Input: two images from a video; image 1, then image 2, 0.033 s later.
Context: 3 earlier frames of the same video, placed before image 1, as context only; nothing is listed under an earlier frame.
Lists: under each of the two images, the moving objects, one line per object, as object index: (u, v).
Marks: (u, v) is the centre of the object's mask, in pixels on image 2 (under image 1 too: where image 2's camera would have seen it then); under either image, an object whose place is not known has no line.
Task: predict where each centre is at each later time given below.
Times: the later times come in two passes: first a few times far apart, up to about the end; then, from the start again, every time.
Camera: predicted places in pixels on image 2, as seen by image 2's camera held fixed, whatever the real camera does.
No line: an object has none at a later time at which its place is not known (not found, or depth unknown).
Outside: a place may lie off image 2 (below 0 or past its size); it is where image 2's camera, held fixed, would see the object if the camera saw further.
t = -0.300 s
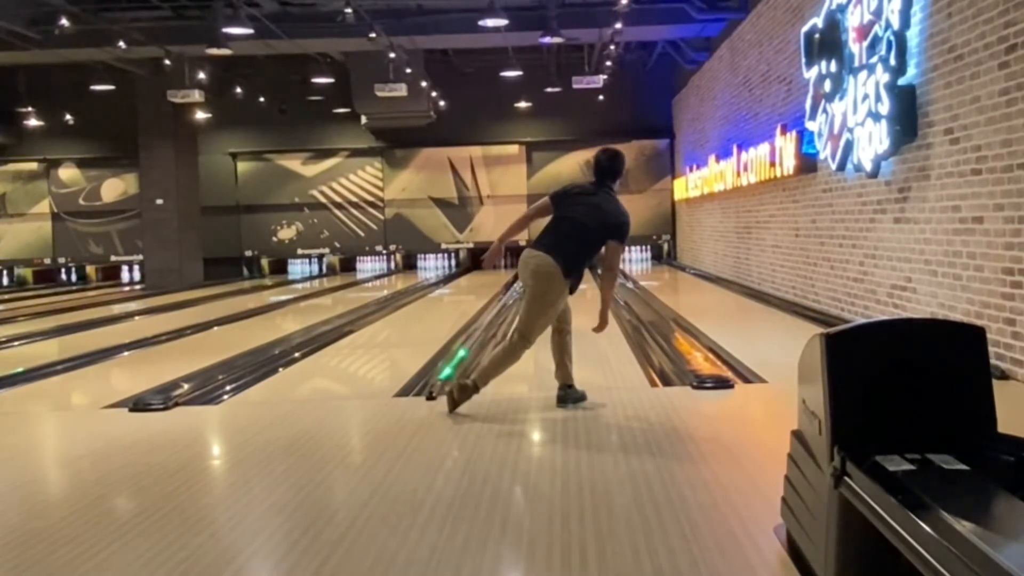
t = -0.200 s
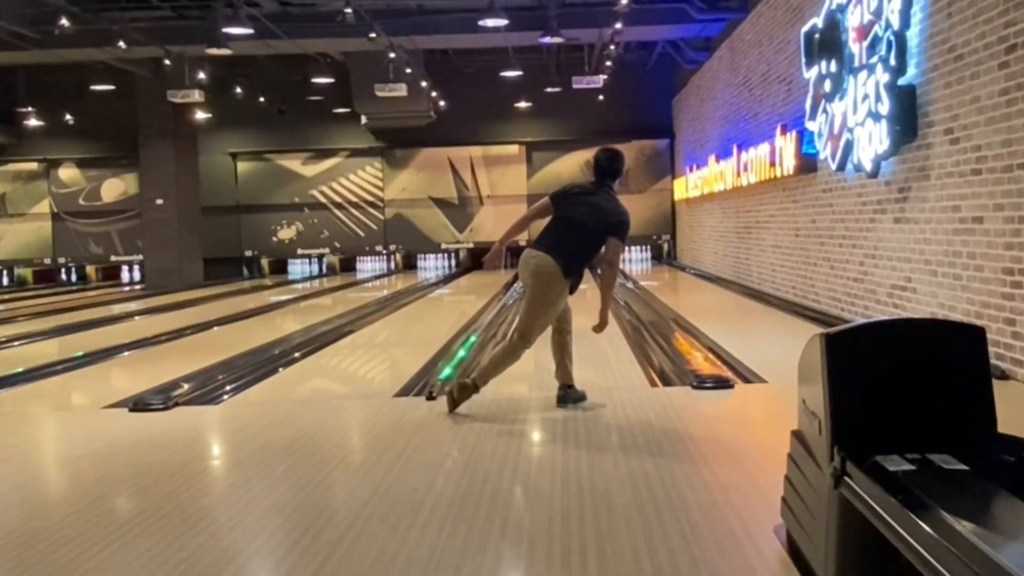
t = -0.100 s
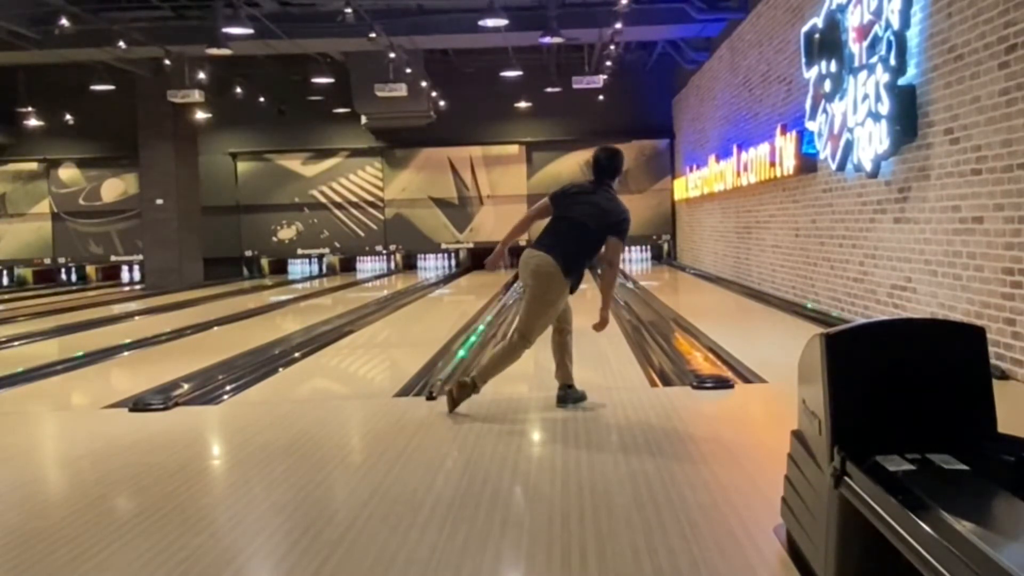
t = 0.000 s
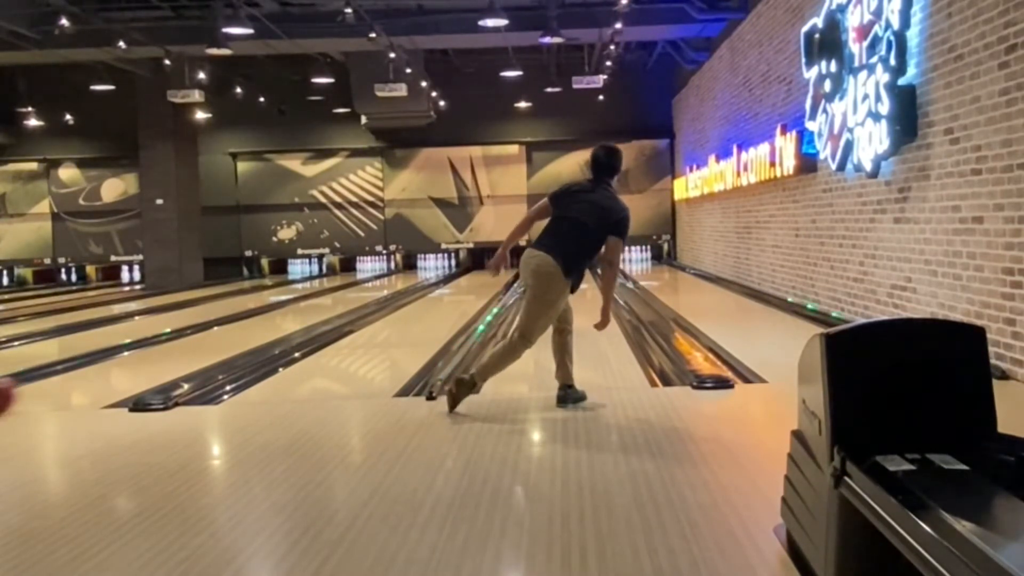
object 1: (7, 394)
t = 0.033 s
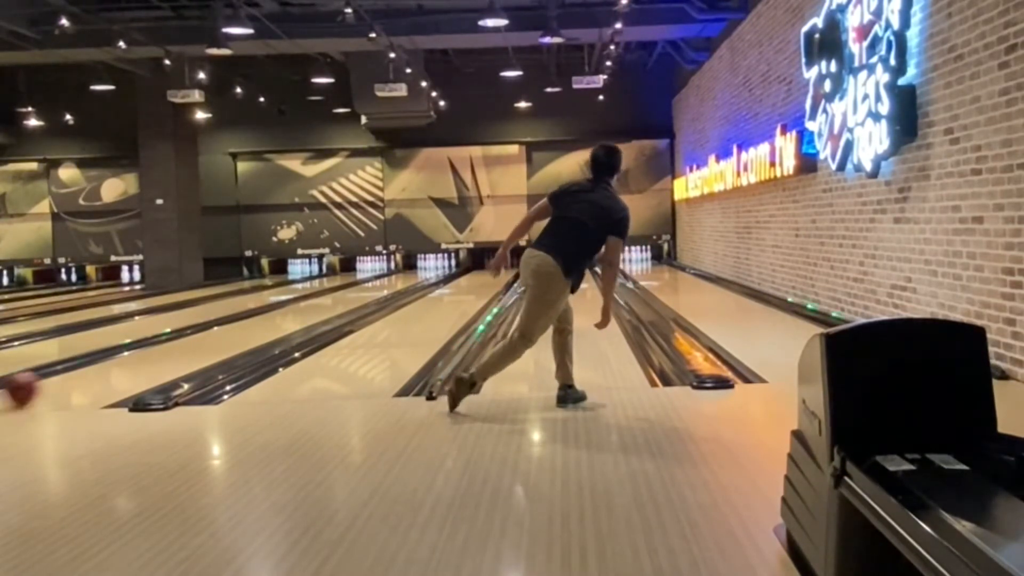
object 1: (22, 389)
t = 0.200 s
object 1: (114, 360)
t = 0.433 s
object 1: (200, 335)
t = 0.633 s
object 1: (252, 318)
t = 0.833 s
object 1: (290, 307)
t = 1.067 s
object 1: (324, 297)
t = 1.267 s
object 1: (347, 290)
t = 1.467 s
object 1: (366, 285)
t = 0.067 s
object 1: (43, 382)
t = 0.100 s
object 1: (64, 376)
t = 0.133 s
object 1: (82, 371)
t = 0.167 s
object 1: (98, 365)
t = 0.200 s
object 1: (114, 360)
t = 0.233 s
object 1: (130, 356)
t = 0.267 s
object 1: (144, 352)
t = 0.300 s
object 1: (157, 348)
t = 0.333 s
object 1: (168, 344)
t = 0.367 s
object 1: (180, 340)
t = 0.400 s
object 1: (191, 337)
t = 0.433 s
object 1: (200, 335)
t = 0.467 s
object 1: (210, 331)
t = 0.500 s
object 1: (220, 328)
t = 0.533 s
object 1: (228, 326)
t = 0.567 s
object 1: (237, 323)
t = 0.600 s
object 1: (244, 321)
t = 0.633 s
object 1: (252, 318)
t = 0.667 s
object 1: (259, 316)
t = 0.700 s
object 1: (266, 314)
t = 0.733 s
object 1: (272, 313)
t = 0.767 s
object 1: (278, 310)
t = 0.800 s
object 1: (284, 309)
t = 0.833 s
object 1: (290, 307)
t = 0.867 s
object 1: (296, 306)
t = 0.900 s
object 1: (301, 304)
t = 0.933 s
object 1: (306, 303)
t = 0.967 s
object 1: (311, 301)
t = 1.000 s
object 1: (316, 300)
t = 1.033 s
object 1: (320, 298)
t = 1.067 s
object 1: (324, 297)
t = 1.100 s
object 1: (329, 296)
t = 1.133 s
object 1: (333, 294)
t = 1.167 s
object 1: (336, 294)
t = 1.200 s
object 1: (340, 292)
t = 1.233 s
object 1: (344, 291)
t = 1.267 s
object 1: (347, 290)
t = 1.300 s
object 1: (350, 289)
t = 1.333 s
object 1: (354, 287)
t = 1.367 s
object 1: (357, 287)
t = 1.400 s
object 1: (360, 286)
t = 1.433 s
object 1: (362, 286)
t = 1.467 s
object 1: (366, 285)
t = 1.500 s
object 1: (369, 285)
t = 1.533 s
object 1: (371, 283)
